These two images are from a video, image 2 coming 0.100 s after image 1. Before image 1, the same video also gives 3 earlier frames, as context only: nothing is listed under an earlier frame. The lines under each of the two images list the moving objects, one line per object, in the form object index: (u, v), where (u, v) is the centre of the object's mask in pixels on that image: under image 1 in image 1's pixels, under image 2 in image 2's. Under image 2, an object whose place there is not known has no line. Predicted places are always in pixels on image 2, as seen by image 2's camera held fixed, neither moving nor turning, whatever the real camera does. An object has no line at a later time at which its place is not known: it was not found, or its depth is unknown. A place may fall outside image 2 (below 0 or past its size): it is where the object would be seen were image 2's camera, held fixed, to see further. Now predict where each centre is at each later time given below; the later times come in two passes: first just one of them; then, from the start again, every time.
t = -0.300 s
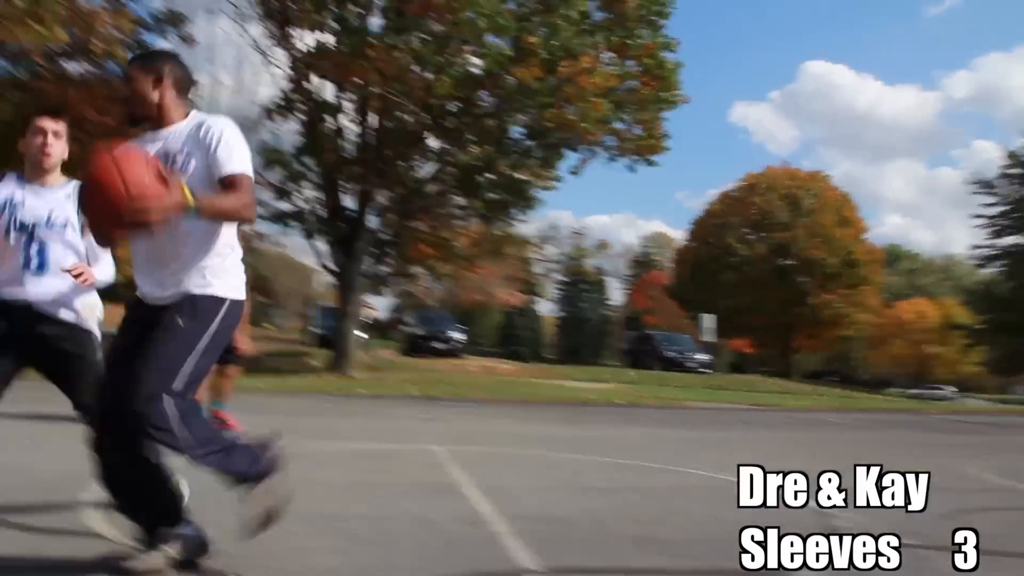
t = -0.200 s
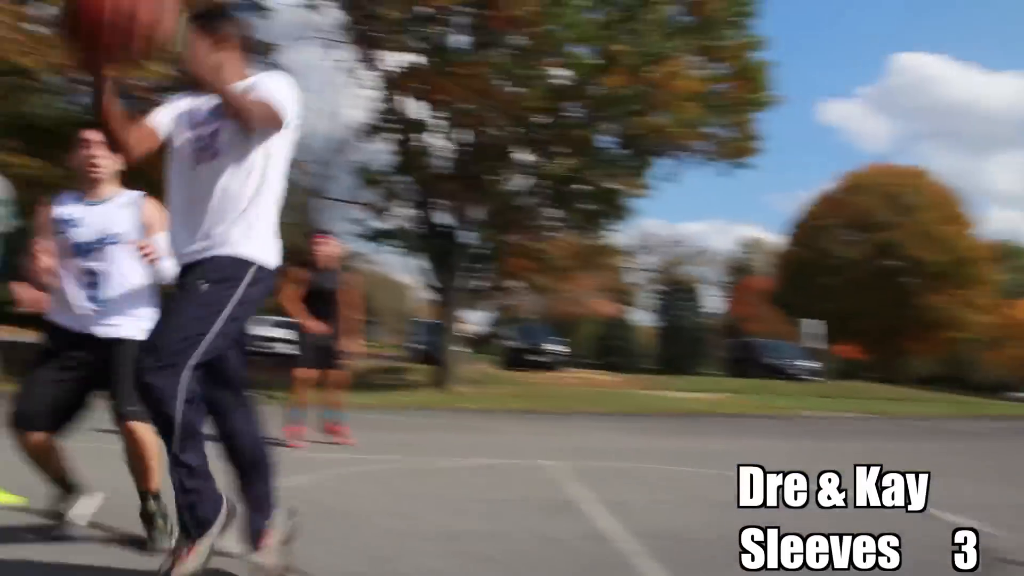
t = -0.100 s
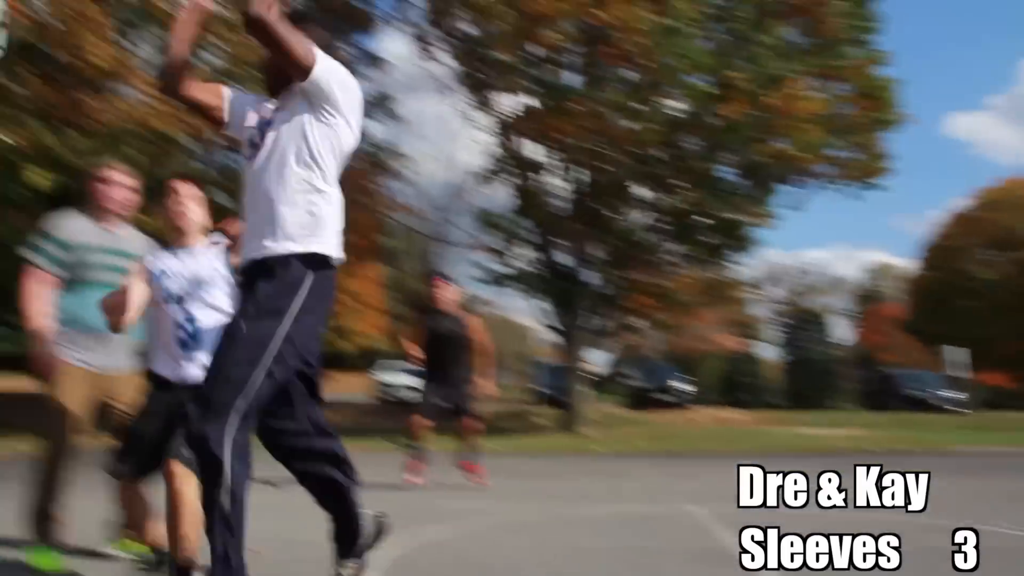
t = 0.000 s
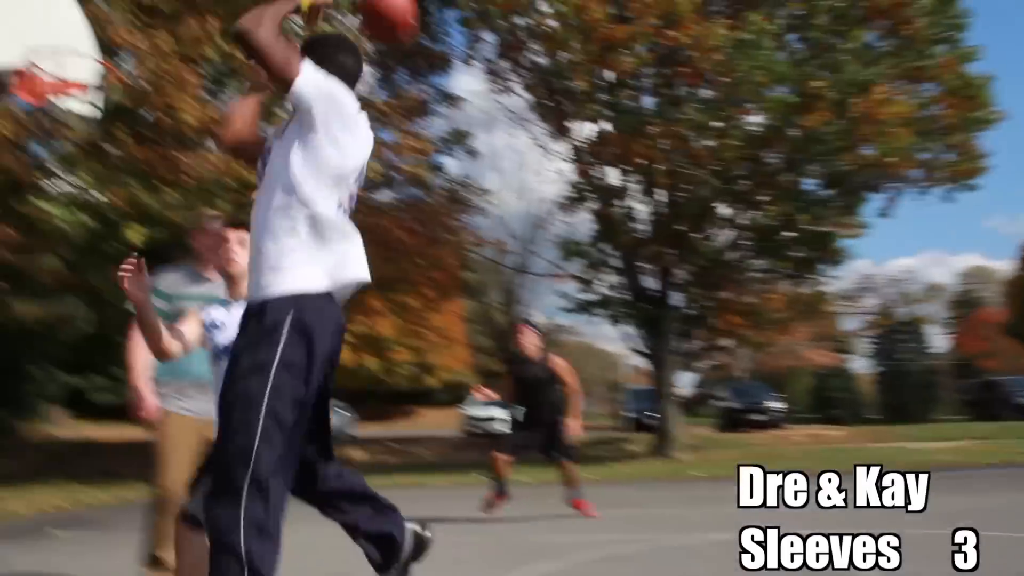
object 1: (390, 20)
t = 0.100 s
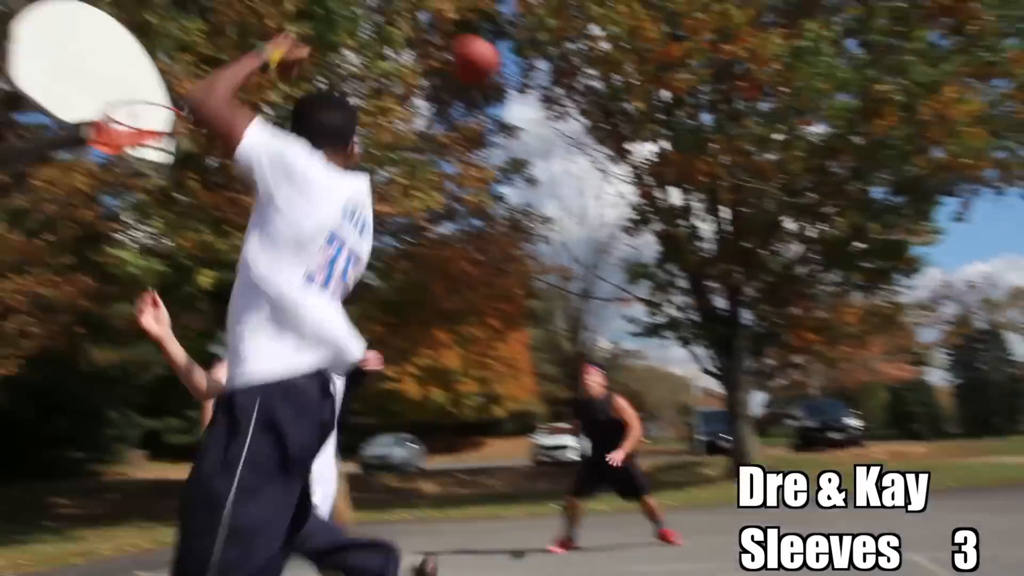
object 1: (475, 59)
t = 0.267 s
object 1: (510, 113)
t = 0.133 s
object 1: (484, 70)
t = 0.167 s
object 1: (491, 77)
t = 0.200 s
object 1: (499, 87)
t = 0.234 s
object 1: (503, 99)
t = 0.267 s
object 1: (510, 113)
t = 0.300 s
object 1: (517, 128)
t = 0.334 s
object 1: (523, 141)
